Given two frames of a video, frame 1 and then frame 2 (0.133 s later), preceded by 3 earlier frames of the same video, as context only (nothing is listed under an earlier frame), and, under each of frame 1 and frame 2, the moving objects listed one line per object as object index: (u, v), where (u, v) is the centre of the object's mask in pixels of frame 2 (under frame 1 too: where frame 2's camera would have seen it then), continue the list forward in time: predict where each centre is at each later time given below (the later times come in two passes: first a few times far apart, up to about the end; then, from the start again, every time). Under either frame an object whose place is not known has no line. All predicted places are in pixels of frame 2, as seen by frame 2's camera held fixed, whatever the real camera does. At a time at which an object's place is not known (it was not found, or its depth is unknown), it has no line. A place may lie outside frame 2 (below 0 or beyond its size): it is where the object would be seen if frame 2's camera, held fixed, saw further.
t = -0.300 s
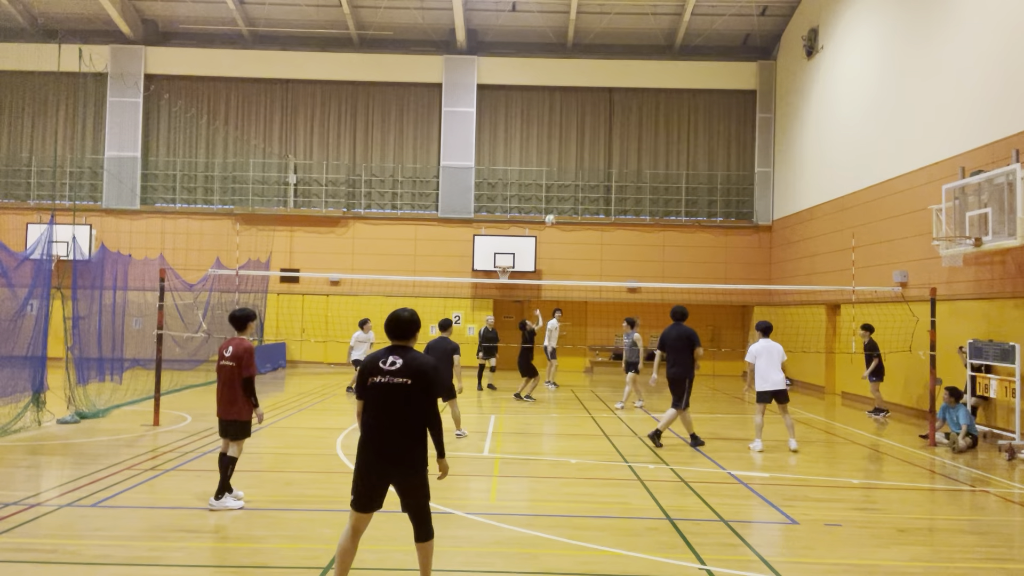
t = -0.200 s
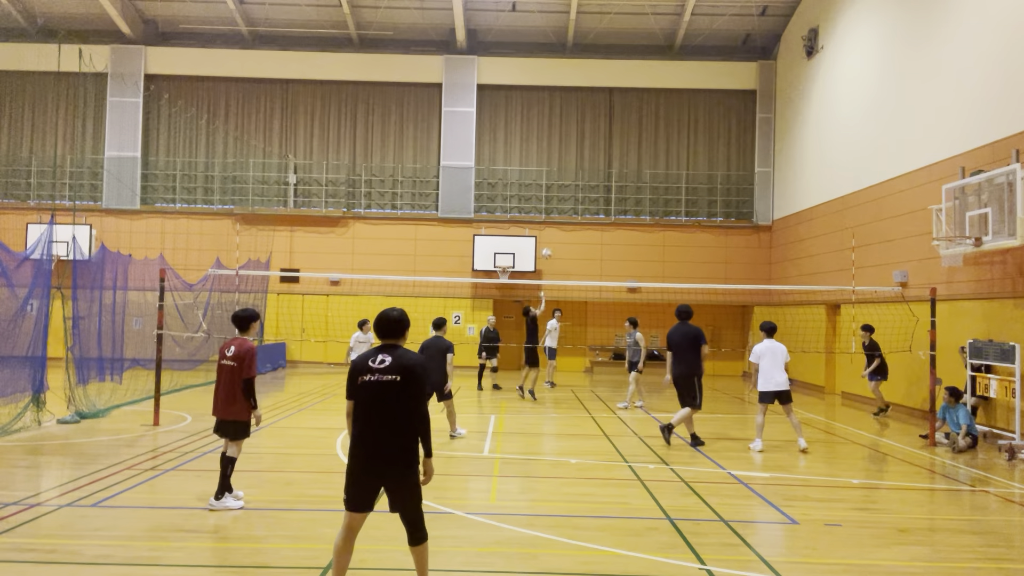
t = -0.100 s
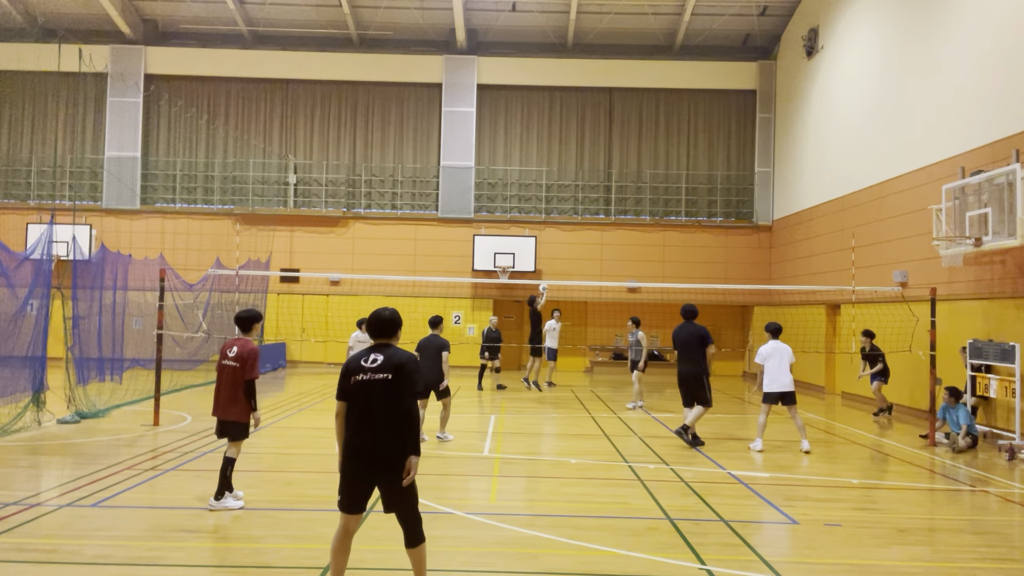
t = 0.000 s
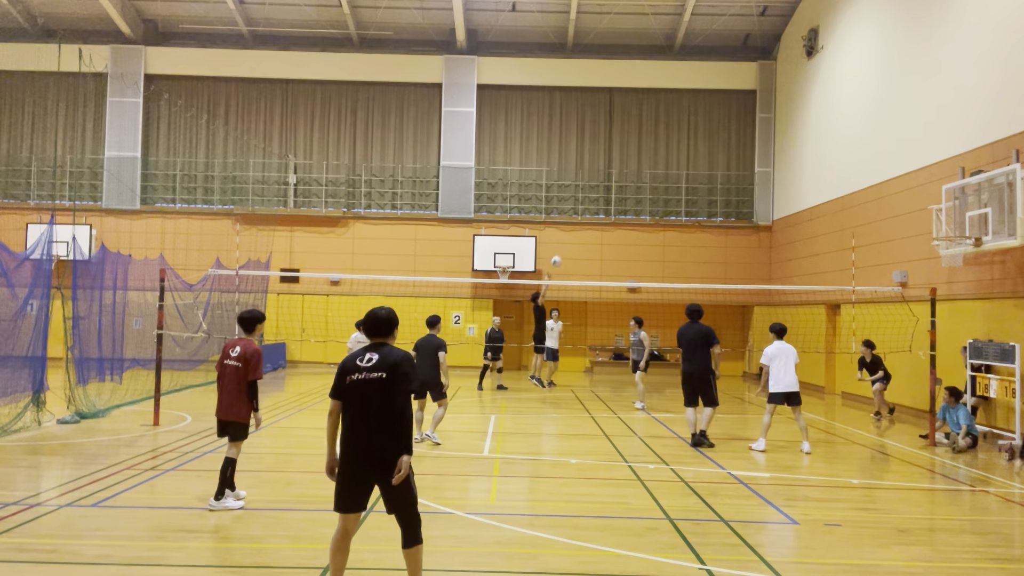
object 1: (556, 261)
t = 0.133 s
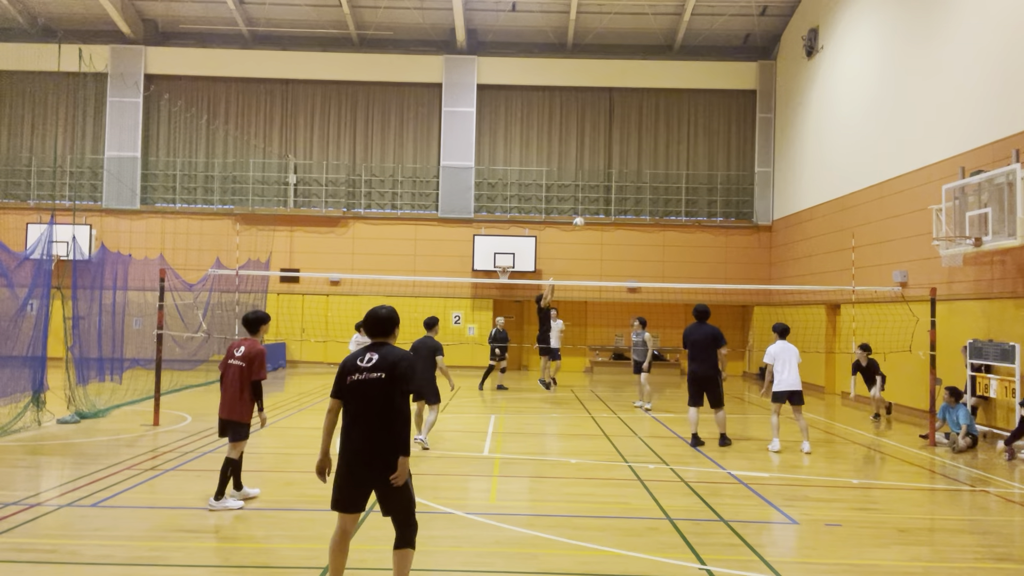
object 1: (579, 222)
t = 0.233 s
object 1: (595, 200)
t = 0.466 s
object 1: (635, 165)
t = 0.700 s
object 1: (675, 158)
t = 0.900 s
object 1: (710, 177)
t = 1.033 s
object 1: (734, 202)
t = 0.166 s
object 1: (585, 214)
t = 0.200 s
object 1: (590, 207)
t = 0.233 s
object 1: (595, 200)
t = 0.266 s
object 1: (601, 193)
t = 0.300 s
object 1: (607, 187)
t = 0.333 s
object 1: (611, 181)
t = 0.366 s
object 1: (618, 176)
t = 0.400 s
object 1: (624, 172)
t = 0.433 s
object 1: (629, 168)
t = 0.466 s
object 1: (635, 165)
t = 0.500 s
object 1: (641, 162)
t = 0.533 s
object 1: (646, 160)
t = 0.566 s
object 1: (652, 159)
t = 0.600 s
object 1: (658, 157)
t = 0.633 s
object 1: (664, 157)
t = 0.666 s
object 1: (670, 157)
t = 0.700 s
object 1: (675, 158)
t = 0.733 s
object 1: (681, 160)
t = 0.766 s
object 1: (687, 162)
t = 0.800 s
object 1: (693, 165)
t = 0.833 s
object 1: (698, 168)
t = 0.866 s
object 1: (705, 172)
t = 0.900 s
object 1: (710, 177)
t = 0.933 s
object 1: (716, 182)
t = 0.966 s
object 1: (722, 188)
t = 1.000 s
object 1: (728, 195)
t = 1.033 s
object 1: (734, 202)
